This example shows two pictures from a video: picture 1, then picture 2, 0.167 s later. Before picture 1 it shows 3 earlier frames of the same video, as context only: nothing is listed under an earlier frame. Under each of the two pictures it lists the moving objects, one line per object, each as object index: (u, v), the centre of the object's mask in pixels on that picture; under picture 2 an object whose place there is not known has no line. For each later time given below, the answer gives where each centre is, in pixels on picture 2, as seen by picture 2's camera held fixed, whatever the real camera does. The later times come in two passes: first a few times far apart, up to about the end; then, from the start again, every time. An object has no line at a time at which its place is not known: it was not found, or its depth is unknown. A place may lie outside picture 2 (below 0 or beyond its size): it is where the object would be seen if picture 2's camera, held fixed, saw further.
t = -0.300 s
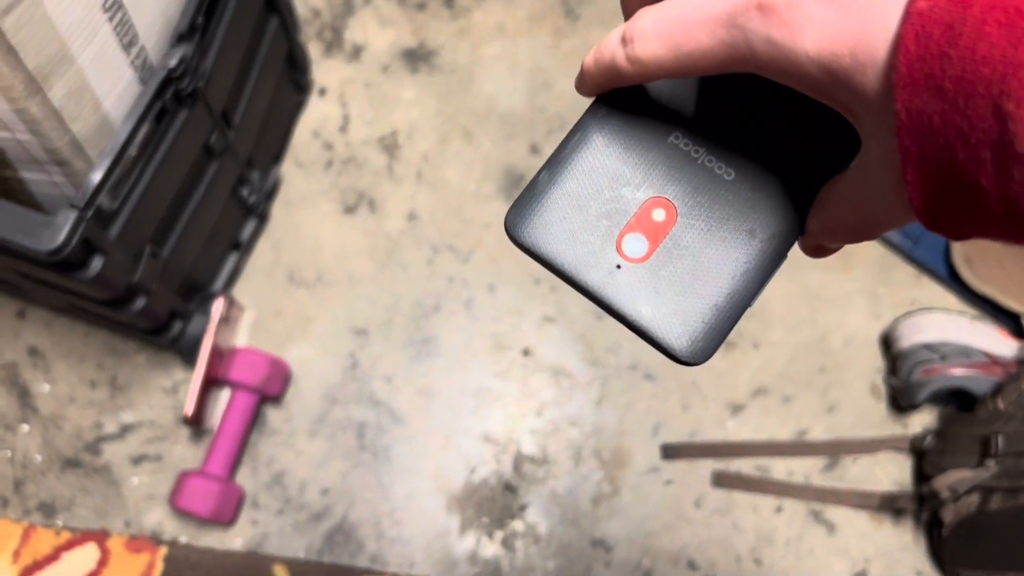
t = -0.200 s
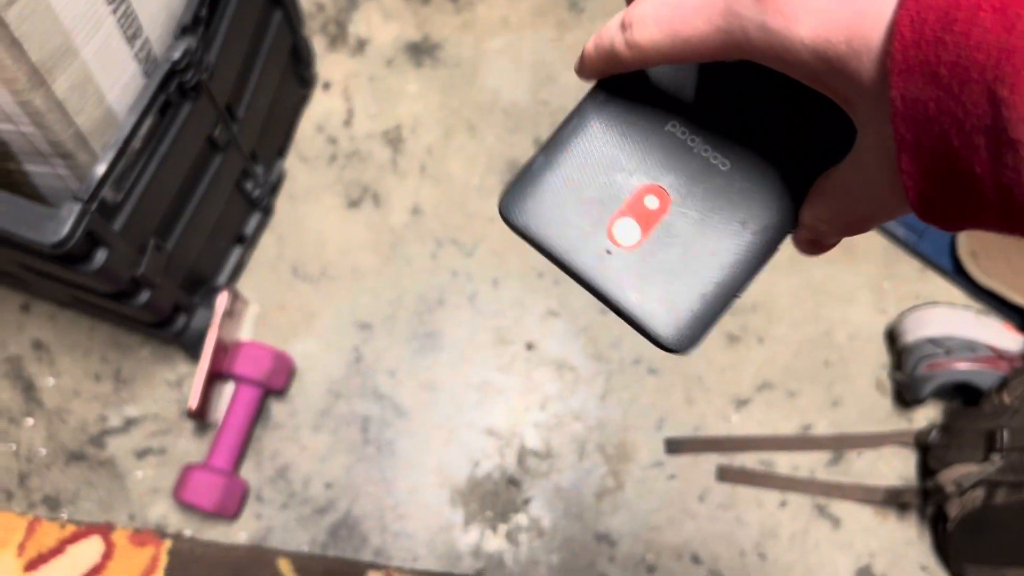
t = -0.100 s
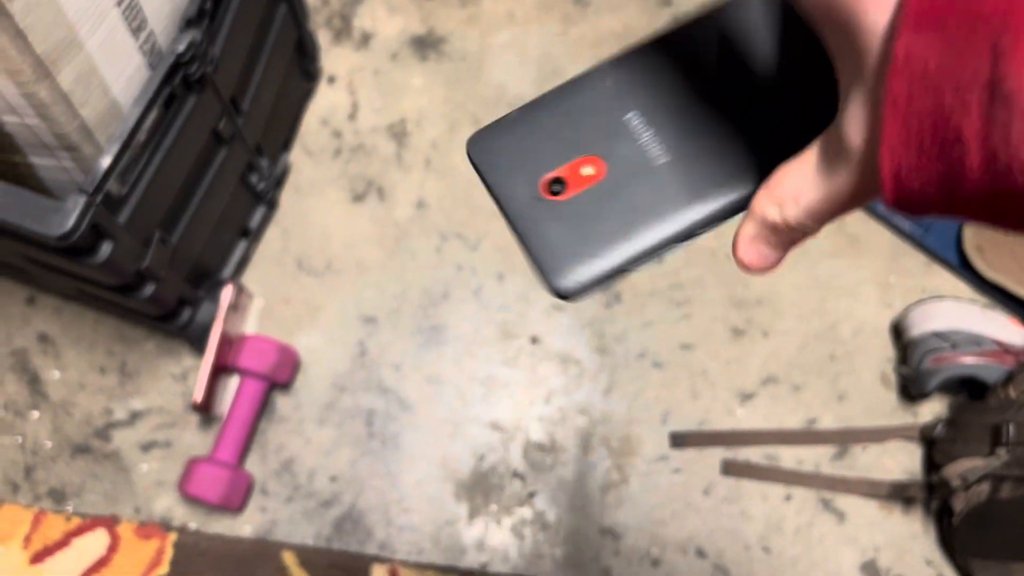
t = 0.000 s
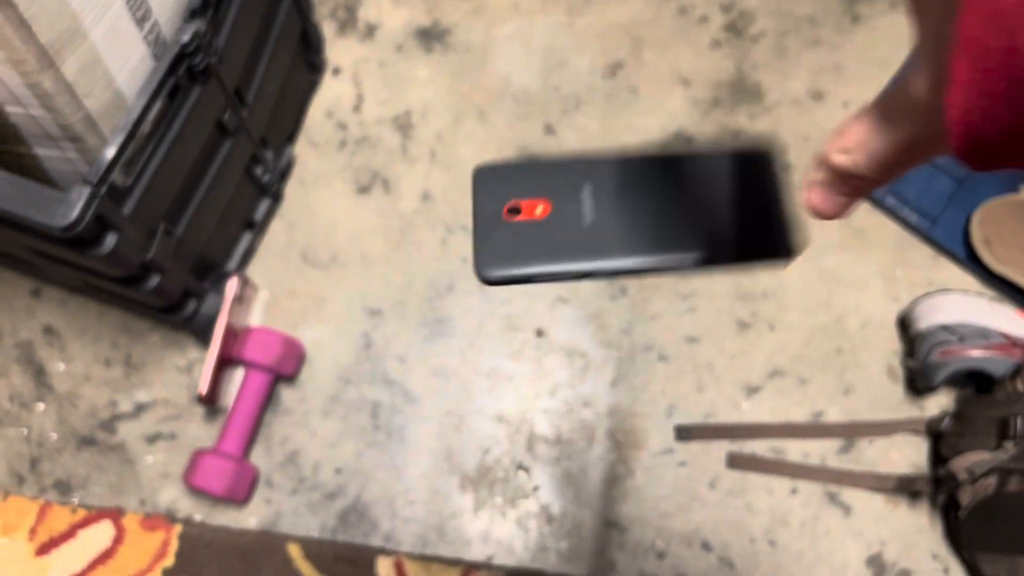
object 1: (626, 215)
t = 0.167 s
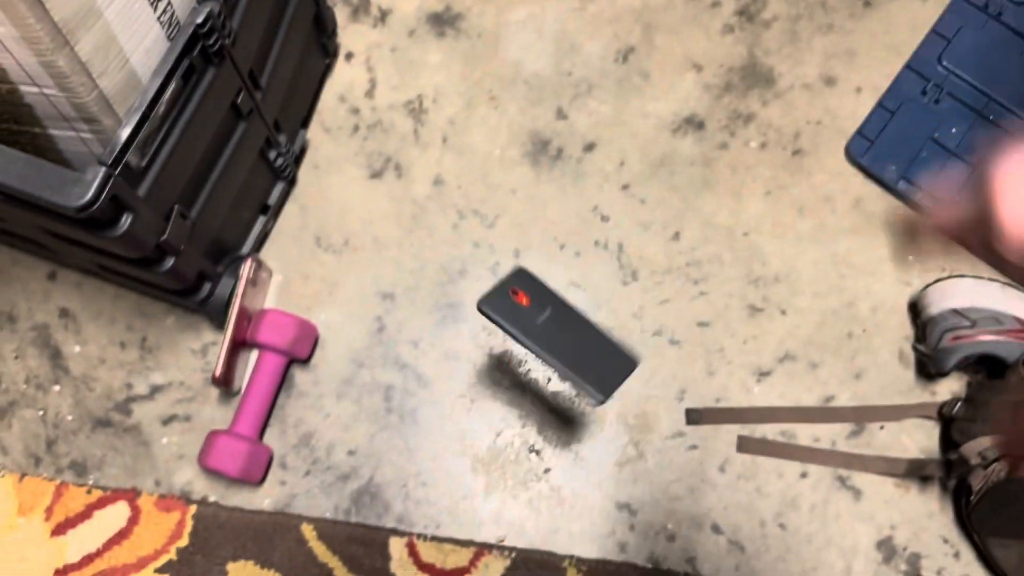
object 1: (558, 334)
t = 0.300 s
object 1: (538, 359)
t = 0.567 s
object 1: (527, 344)
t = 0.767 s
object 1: (526, 344)
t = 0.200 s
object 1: (548, 355)
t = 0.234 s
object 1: (540, 370)
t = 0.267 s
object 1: (539, 366)
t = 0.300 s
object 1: (538, 359)
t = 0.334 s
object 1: (533, 359)
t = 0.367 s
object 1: (530, 357)
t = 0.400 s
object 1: (530, 351)
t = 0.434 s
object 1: (528, 349)
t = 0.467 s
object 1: (528, 347)
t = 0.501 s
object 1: (527, 347)
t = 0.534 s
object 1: (526, 347)
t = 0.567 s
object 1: (527, 344)
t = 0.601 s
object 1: (527, 343)
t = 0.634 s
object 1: (526, 344)
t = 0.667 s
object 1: (526, 344)
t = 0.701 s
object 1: (526, 344)
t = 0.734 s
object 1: (526, 344)
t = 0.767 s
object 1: (526, 344)
